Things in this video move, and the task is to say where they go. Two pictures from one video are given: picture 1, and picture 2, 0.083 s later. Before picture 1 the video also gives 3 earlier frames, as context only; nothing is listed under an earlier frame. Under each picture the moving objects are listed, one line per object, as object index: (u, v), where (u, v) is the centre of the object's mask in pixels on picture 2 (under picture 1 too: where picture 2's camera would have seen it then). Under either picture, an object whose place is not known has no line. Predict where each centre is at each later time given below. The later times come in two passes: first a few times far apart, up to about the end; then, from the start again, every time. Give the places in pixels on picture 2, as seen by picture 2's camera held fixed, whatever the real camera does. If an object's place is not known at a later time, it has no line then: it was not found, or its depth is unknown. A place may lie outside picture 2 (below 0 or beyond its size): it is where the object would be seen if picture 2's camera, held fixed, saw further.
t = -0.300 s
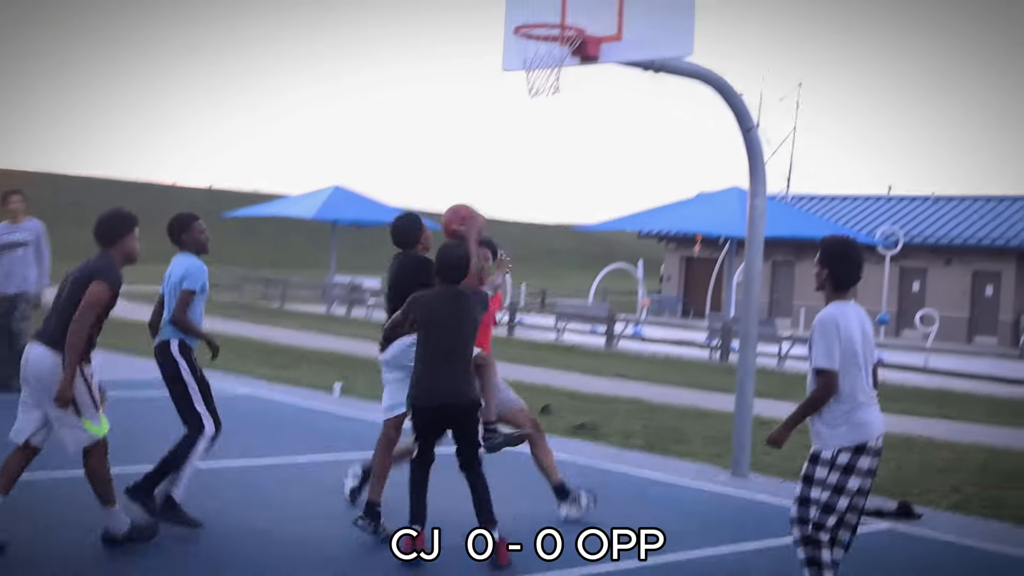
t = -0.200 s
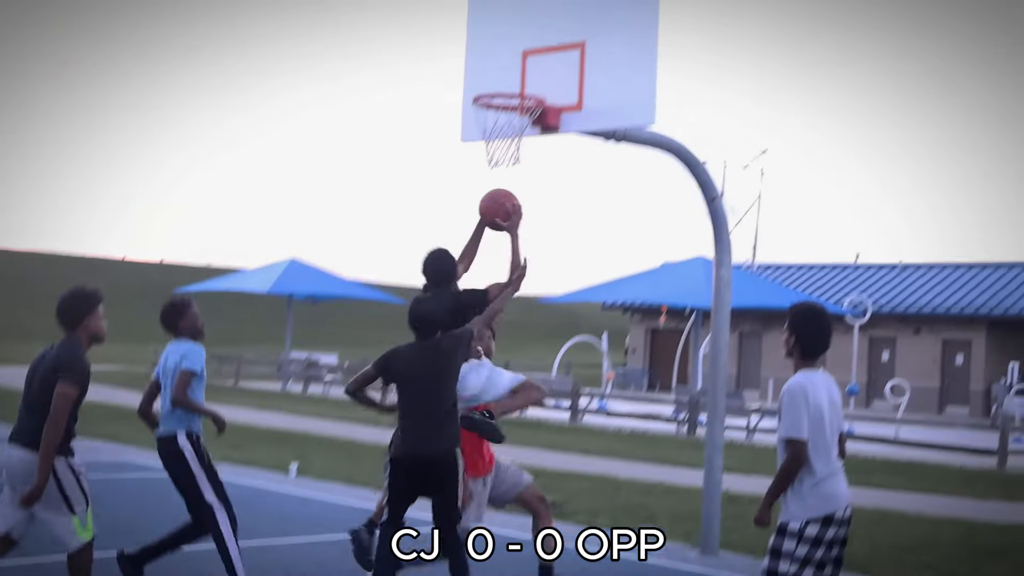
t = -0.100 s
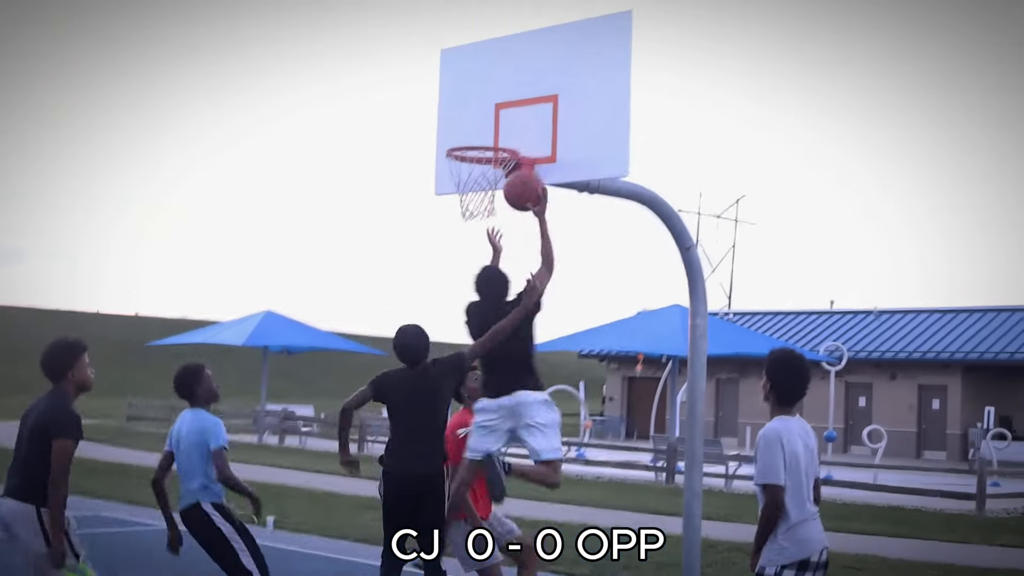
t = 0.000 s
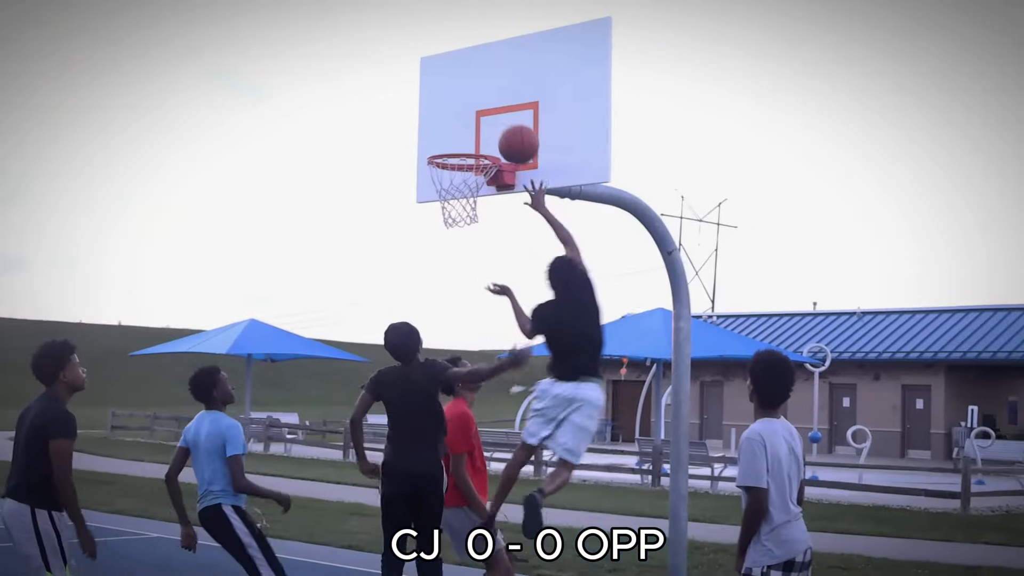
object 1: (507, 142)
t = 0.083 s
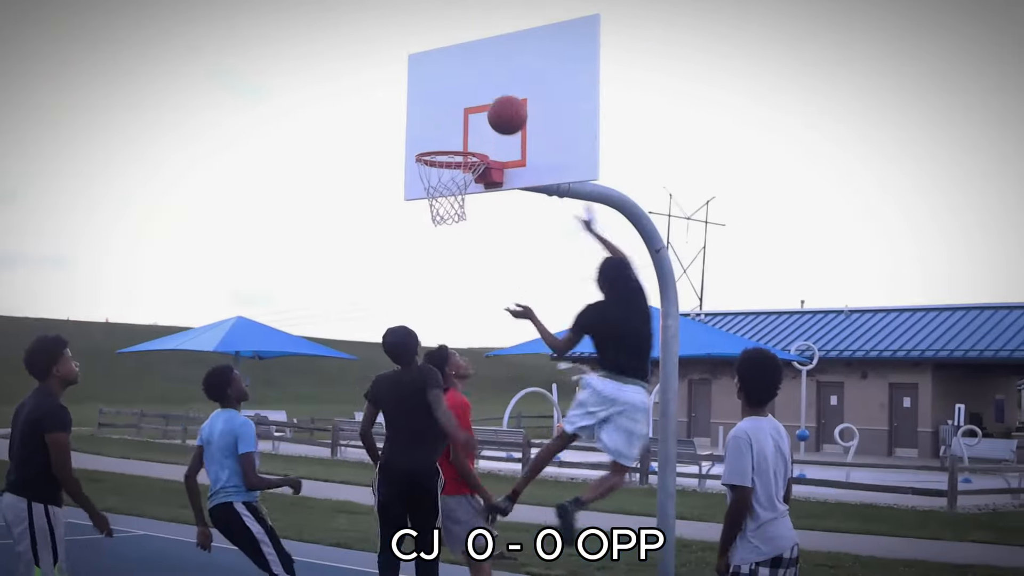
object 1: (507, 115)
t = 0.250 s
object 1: (507, 97)
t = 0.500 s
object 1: (487, 137)
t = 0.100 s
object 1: (507, 111)
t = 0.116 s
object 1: (507, 108)
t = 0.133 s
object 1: (507, 105)
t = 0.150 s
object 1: (507, 103)
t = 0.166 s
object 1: (508, 101)
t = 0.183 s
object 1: (507, 99)
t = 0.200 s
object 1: (507, 98)
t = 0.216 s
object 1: (507, 97)
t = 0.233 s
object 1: (507, 97)
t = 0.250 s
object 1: (507, 97)
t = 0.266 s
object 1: (507, 98)
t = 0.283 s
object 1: (507, 99)
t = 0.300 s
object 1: (507, 100)
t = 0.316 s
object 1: (507, 102)
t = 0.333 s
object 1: (506, 104)
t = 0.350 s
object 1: (506, 107)
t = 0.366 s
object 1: (506, 110)
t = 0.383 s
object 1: (505, 114)
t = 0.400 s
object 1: (505, 118)
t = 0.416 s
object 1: (505, 122)
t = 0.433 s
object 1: (505, 127)
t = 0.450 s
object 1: (501, 129)
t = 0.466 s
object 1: (496, 131)
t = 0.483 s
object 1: (492, 134)
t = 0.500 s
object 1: (487, 137)
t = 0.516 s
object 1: (483, 139)
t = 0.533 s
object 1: (479, 139)
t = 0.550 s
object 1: (476, 139)
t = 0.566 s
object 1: (472, 139)
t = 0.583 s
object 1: (468, 139)
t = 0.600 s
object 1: (465, 139)
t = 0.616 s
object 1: (461, 140)
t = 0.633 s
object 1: (458, 141)
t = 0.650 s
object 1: (454, 142)
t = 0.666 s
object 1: (450, 143)
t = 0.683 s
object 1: (447, 145)
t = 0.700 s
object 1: (444, 156)
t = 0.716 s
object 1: (443, 157)
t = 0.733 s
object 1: (444, 158)
